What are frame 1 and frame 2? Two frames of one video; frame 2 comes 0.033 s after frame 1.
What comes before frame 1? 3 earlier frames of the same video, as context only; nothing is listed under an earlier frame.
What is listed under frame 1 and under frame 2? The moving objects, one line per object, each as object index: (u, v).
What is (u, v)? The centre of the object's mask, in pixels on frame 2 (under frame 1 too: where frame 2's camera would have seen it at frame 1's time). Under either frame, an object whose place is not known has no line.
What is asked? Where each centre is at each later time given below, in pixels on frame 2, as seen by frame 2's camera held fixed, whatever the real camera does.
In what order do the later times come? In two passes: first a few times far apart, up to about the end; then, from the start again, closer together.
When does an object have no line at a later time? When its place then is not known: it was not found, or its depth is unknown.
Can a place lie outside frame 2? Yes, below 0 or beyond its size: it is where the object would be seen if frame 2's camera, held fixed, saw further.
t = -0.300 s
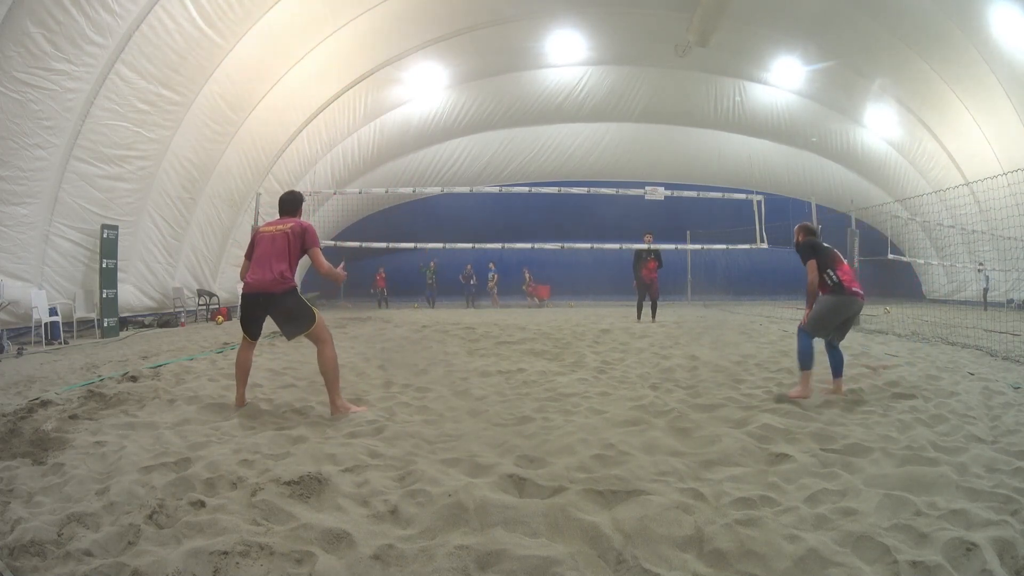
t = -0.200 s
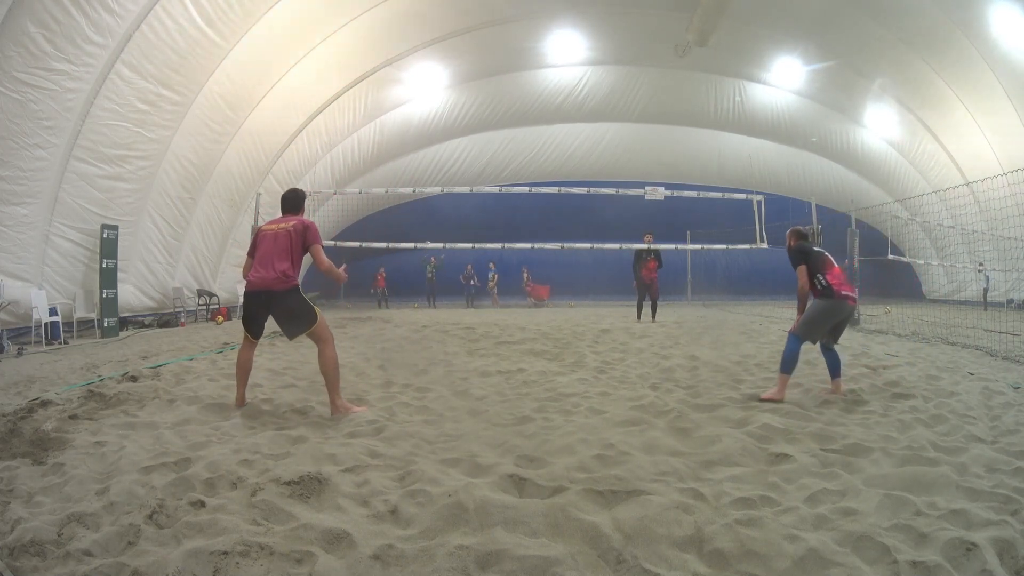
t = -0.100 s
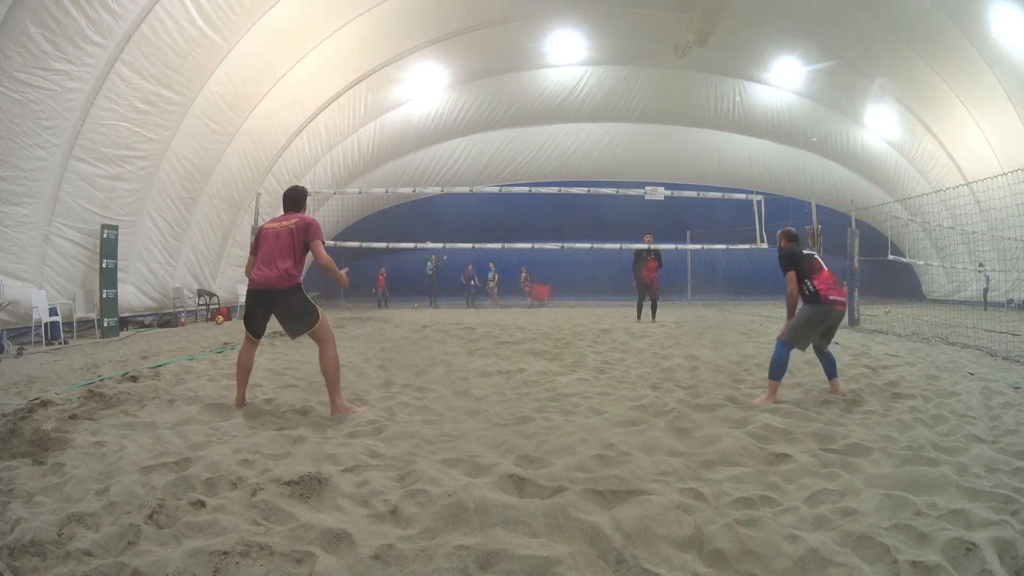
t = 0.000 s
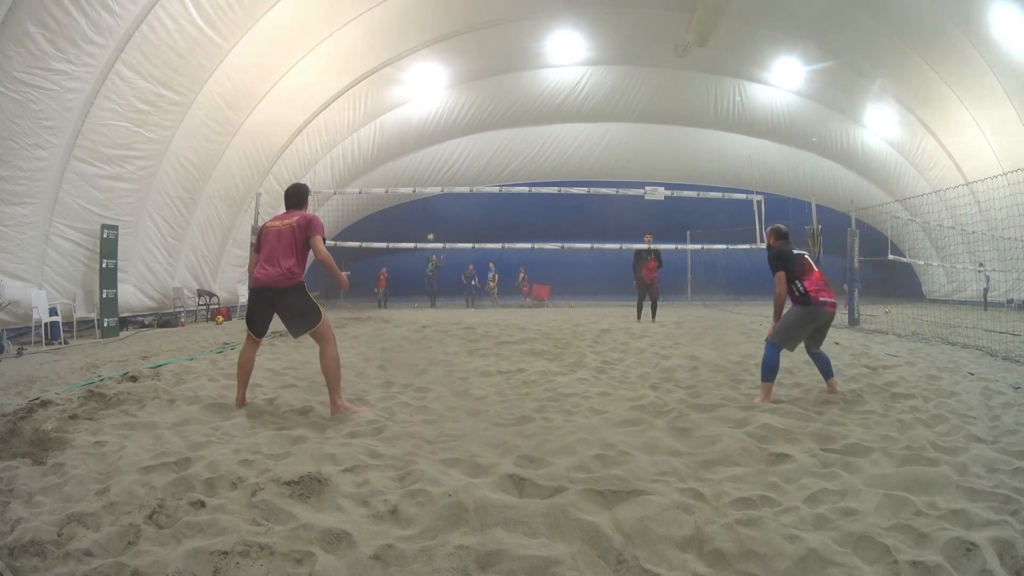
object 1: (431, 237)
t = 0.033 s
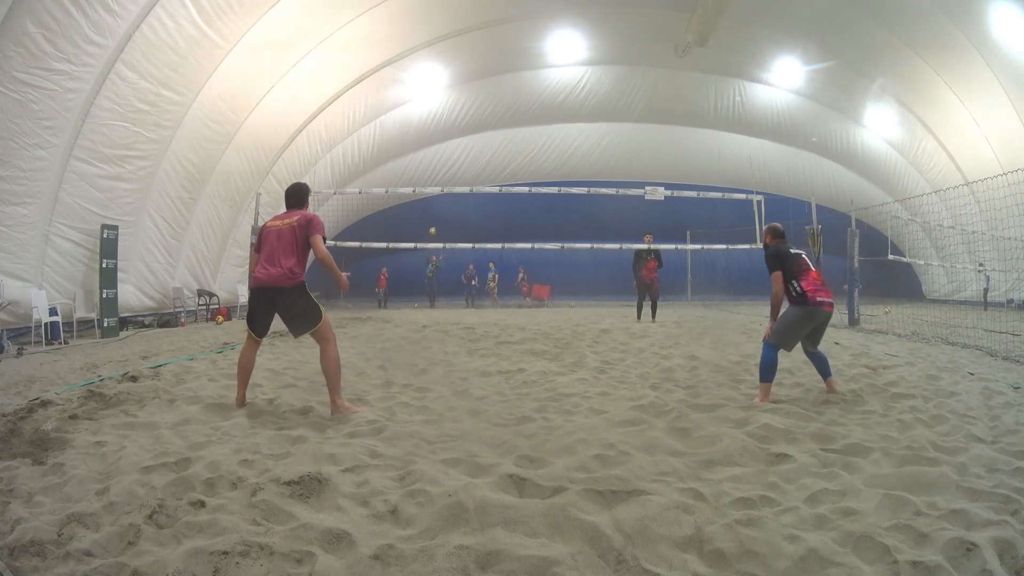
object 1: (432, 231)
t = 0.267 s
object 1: (449, 185)
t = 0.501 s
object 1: (471, 154)
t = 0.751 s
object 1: (505, 131)
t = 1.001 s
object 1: (558, 139)
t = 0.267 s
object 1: (449, 185)
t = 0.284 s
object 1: (450, 184)
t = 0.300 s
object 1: (451, 182)
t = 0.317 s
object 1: (453, 179)
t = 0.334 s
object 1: (454, 176)
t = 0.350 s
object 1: (456, 175)
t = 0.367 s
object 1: (457, 172)
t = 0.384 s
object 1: (459, 169)
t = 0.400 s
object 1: (460, 167)
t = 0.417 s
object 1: (462, 164)
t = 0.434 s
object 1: (464, 162)
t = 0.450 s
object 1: (465, 160)
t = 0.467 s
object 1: (467, 158)
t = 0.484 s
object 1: (469, 156)
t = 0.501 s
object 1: (471, 154)
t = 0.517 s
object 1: (473, 151)
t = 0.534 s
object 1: (475, 150)
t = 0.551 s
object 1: (477, 148)
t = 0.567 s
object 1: (479, 146)
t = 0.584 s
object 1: (481, 144)
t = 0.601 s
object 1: (483, 142)
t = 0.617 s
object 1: (486, 141)
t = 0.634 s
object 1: (488, 139)
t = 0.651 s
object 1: (490, 137)
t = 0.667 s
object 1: (493, 136)
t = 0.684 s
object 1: (495, 135)
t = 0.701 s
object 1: (497, 134)
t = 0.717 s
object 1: (500, 132)
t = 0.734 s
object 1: (503, 132)
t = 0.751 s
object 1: (505, 131)
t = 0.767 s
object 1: (508, 130)
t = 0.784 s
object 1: (511, 129)
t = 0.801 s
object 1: (513, 129)
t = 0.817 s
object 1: (517, 128)
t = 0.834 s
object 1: (520, 128)
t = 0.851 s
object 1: (523, 128)
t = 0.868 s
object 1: (526, 128)
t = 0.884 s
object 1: (530, 129)
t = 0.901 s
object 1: (533, 129)
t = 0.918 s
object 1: (537, 130)
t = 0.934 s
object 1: (541, 131)
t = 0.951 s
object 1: (545, 133)
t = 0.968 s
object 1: (549, 135)
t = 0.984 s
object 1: (554, 137)
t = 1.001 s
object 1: (558, 139)
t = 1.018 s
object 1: (563, 141)
